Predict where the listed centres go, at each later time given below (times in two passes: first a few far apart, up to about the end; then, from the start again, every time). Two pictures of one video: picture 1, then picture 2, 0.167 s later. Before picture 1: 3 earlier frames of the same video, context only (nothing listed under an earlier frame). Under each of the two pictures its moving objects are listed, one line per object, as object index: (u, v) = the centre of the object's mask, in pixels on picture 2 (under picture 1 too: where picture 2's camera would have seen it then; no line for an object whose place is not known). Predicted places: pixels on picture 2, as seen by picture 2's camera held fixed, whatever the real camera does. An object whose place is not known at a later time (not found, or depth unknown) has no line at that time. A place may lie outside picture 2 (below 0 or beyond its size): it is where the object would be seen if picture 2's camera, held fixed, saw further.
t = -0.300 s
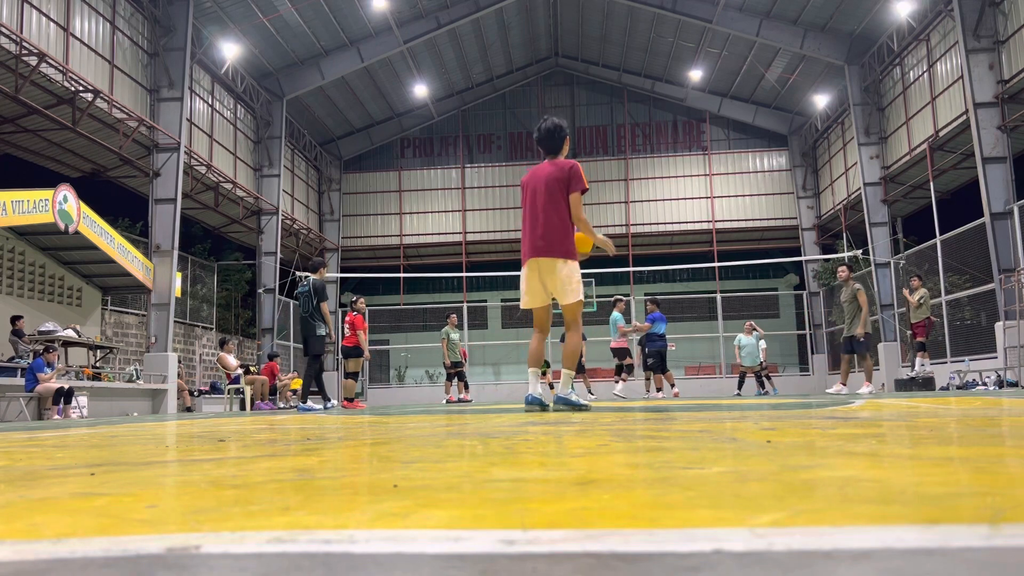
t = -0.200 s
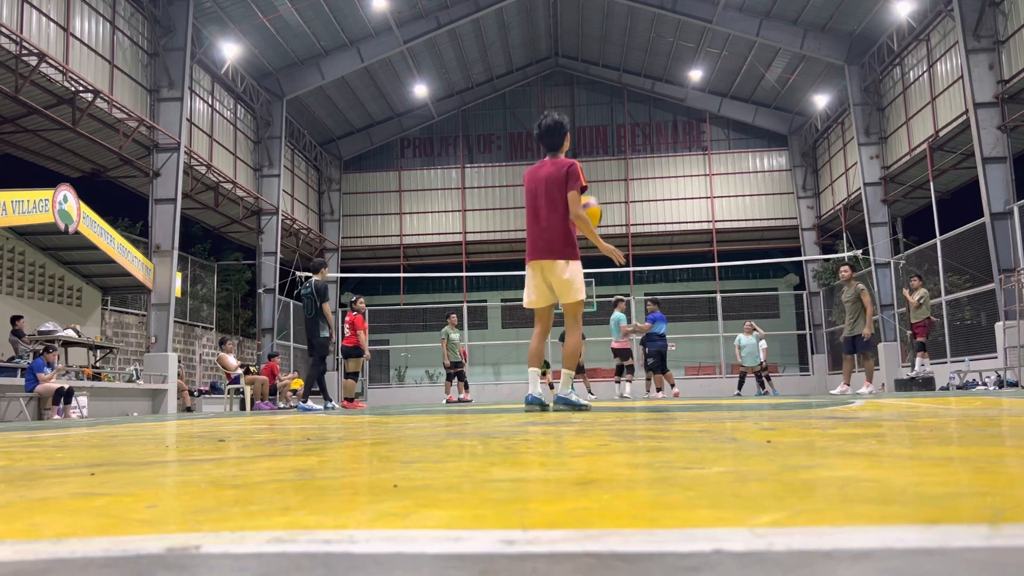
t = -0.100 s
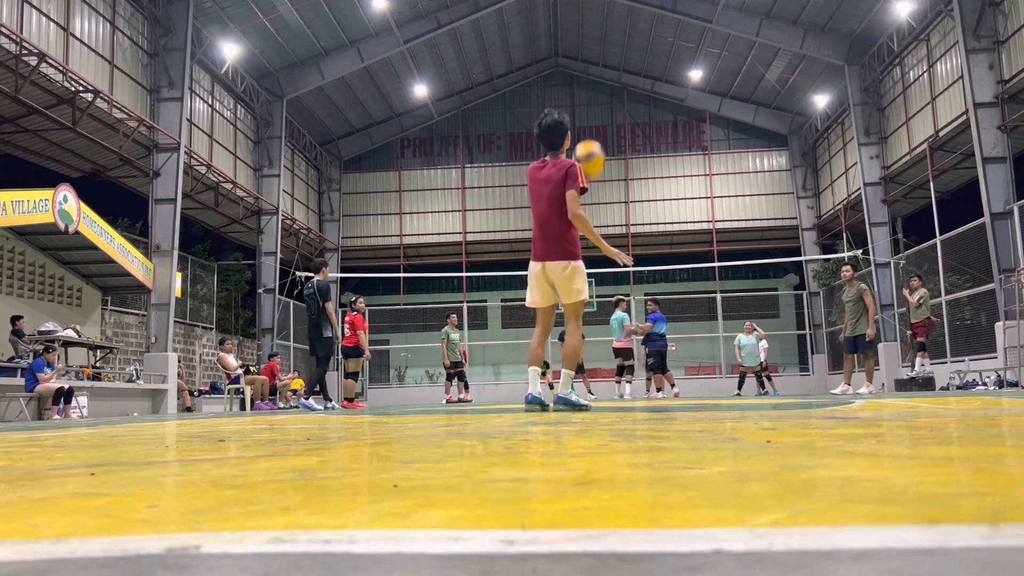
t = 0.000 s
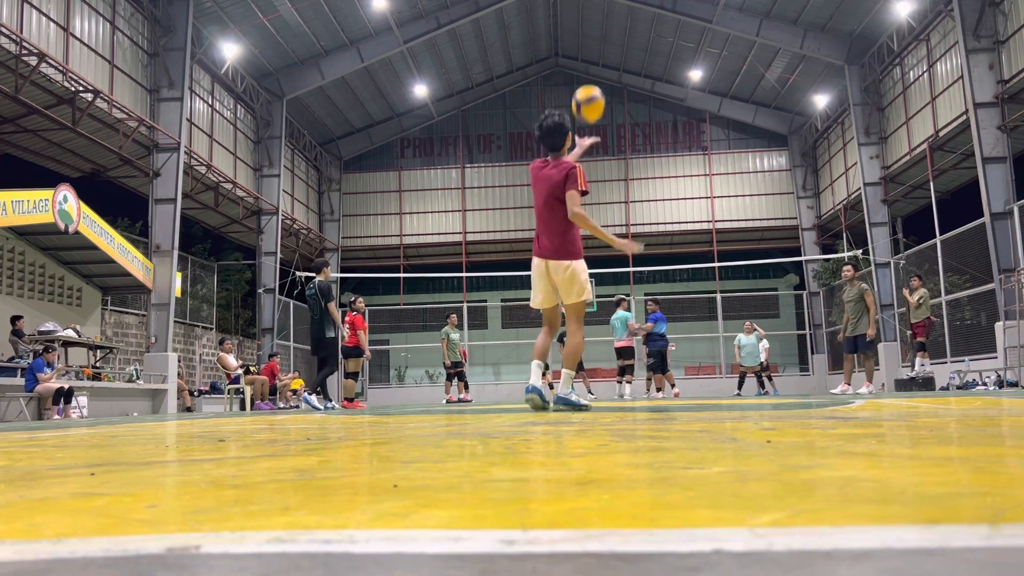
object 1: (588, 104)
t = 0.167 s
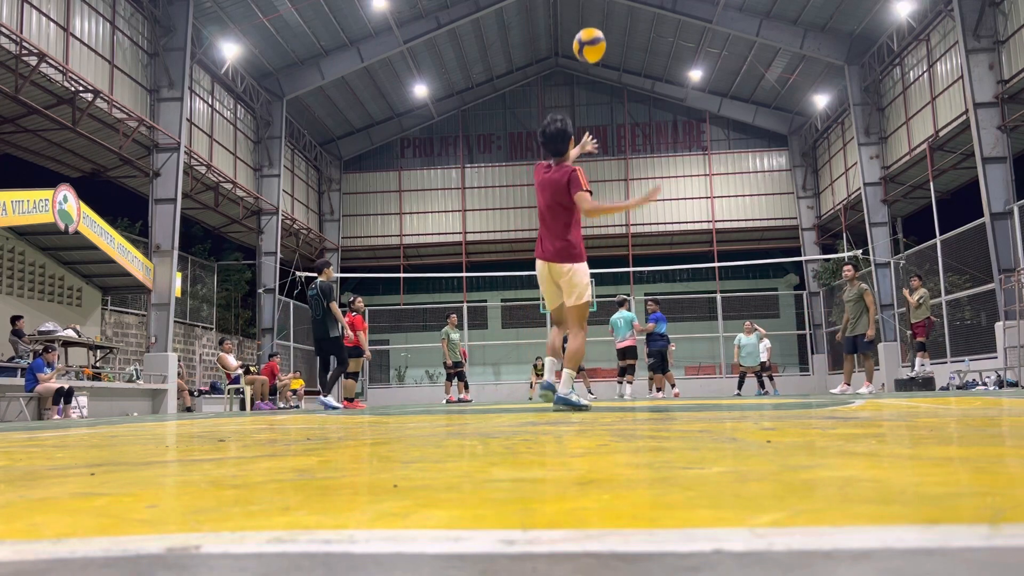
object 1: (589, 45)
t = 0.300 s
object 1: (592, 28)
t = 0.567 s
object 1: (600, 69)
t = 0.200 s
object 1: (593, 35)
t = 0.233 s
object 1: (594, 30)
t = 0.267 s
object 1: (591, 30)
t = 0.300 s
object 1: (592, 28)
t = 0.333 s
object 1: (592, 28)
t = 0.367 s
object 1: (593, 29)
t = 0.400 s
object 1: (598, 29)
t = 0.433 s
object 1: (595, 36)
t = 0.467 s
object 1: (596, 42)
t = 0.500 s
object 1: (597, 49)
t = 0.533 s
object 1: (598, 59)
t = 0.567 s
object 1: (600, 69)
